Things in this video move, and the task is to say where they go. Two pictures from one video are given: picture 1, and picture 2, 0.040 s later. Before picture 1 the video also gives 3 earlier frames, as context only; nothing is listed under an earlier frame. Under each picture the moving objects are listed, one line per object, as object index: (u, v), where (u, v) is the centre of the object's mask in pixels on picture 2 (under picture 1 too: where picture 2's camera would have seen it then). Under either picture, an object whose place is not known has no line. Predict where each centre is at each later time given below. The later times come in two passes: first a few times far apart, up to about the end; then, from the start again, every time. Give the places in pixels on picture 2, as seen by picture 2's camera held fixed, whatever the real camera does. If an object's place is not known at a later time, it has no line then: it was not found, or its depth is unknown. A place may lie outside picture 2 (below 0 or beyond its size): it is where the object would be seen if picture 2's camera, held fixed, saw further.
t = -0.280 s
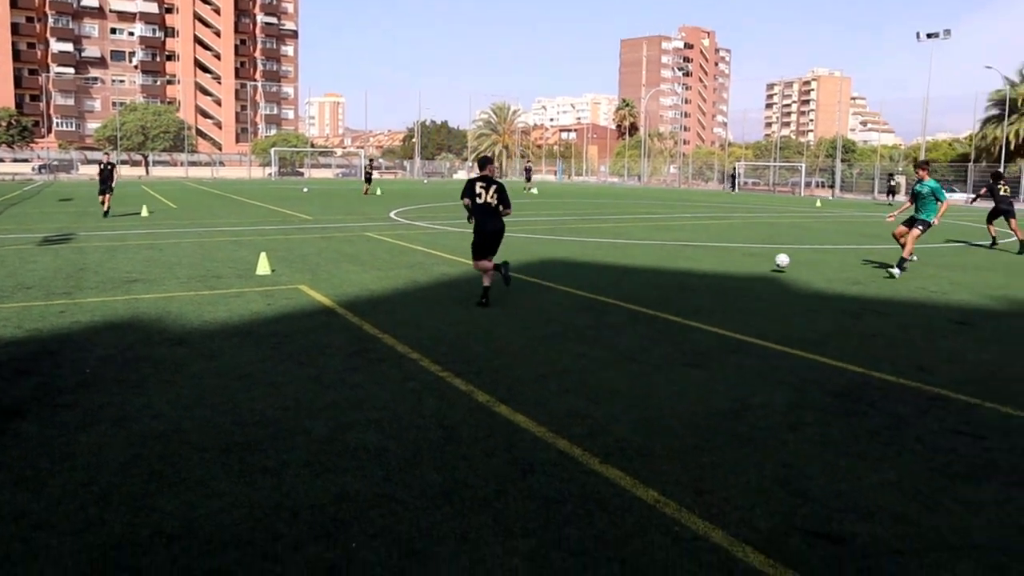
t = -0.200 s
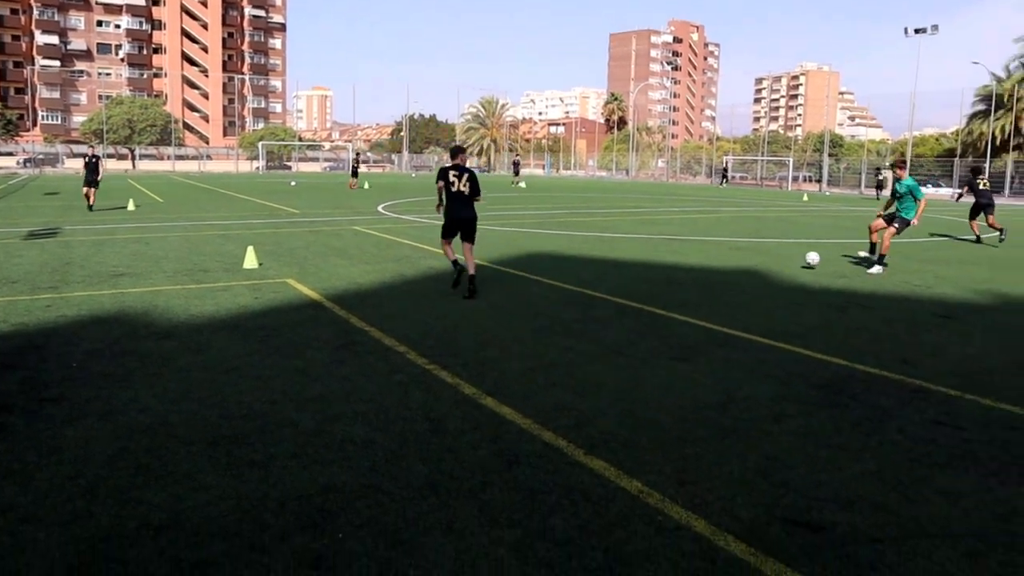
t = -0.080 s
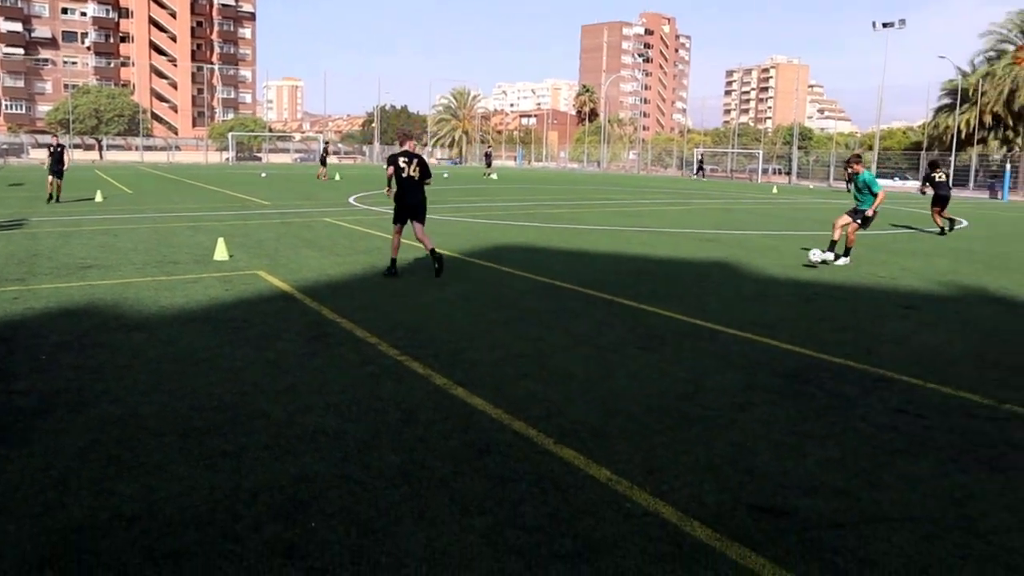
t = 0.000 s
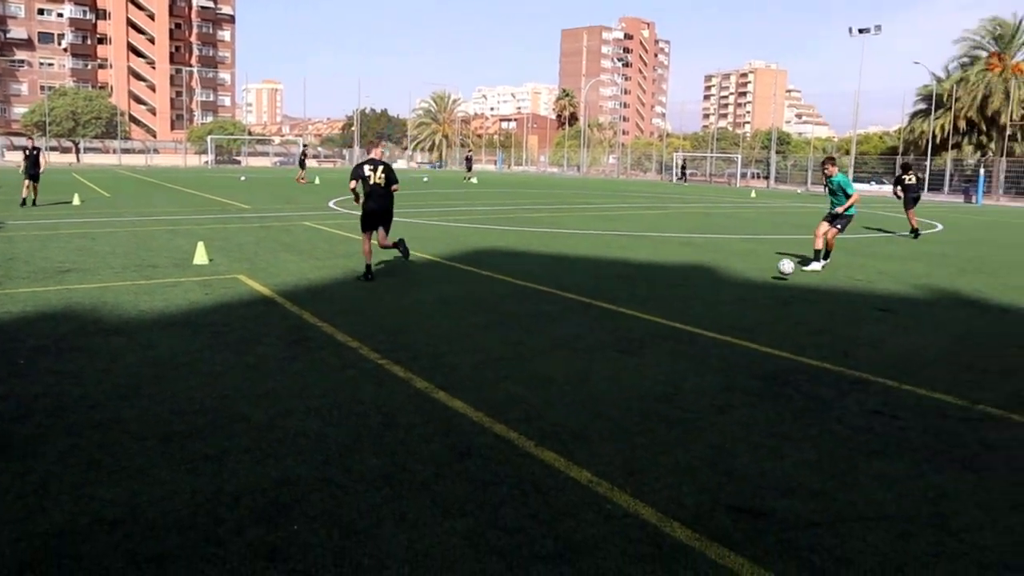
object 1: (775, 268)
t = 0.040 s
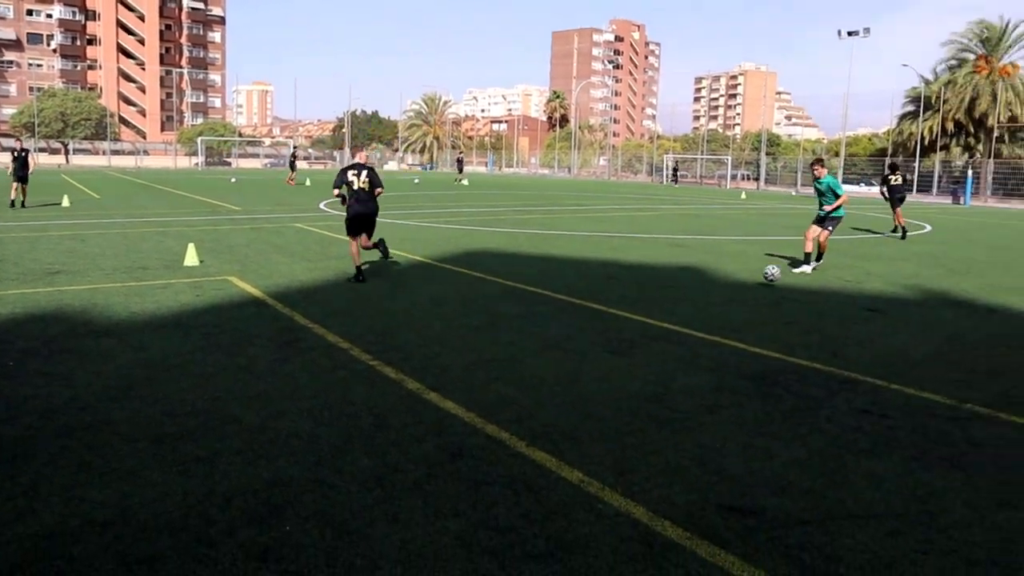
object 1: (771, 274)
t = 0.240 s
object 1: (751, 300)
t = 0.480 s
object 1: (726, 346)
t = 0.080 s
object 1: (767, 280)
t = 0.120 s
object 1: (762, 289)
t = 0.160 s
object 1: (758, 293)
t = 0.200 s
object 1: (755, 295)
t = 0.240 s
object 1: (751, 300)
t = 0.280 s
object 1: (746, 307)
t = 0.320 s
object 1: (741, 317)
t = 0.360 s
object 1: (735, 330)
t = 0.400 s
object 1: (732, 335)
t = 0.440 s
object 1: (729, 340)
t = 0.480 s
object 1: (726, 346)
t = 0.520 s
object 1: (722, 356)
